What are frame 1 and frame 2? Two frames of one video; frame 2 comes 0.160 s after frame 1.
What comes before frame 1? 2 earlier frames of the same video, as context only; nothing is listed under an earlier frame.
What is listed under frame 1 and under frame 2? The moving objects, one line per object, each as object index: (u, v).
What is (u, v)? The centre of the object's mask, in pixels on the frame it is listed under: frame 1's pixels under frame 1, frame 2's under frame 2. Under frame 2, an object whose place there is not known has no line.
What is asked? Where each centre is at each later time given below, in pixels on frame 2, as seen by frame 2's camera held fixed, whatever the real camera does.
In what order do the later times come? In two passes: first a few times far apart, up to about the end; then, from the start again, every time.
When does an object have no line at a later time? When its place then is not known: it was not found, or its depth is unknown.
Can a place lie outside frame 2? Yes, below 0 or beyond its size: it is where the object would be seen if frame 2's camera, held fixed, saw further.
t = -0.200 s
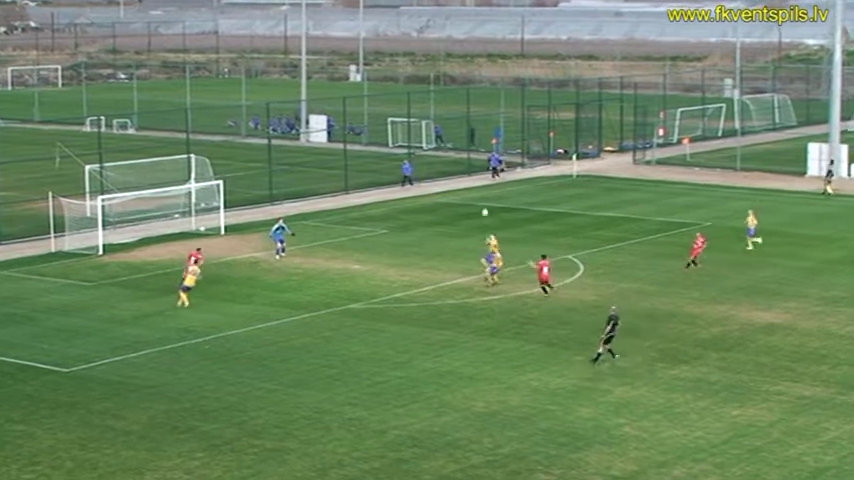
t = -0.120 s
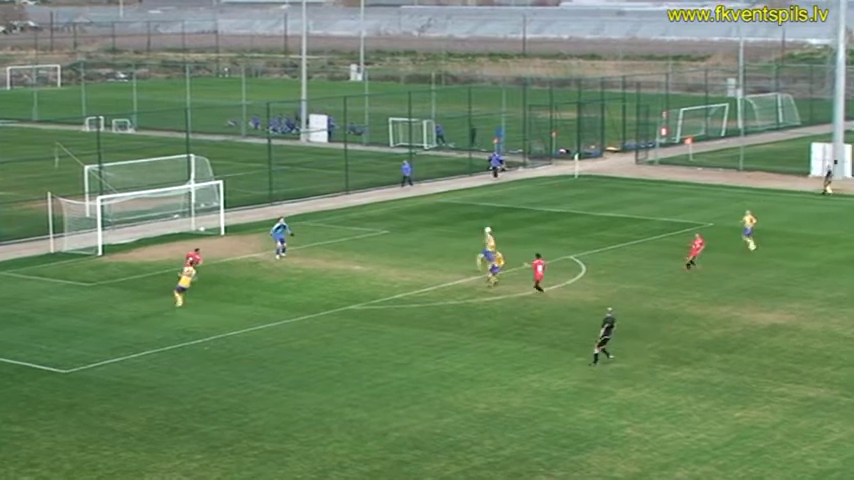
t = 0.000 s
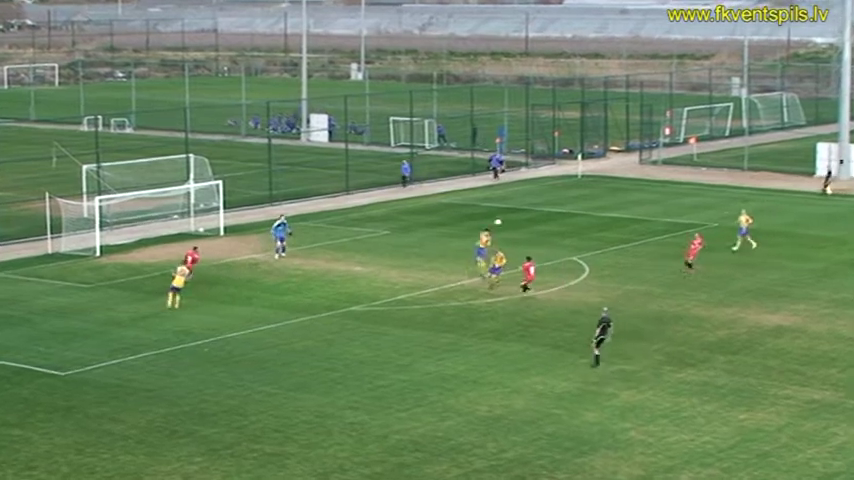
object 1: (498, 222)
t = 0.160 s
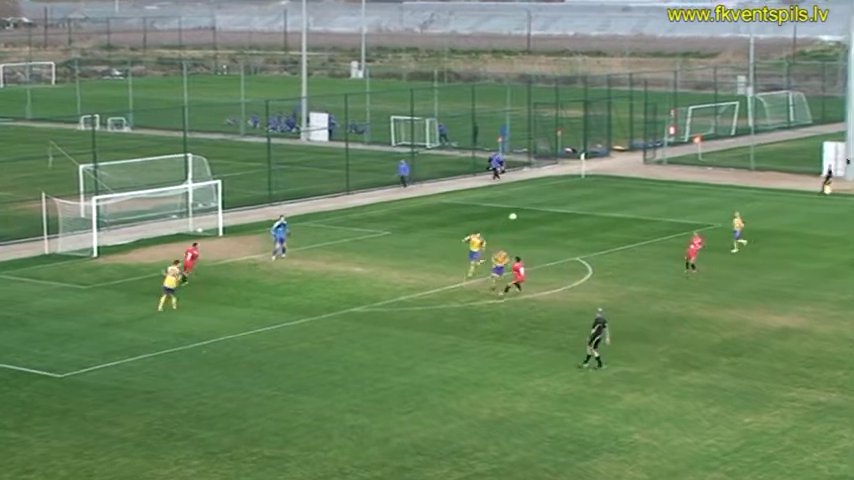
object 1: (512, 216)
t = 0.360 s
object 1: (529, 221)
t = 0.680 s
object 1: (559, 261)
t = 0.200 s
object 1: (515, 216)
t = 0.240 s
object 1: (519, 216)
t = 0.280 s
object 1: (522, 216)
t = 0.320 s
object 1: (526, 219)
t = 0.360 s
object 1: (529, 221)
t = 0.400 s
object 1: (533, 223)
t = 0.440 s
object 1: (537, 227)
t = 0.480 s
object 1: (540, 231)
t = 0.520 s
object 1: (544, 236)
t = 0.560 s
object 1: (548, 241)
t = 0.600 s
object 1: (552, 247)
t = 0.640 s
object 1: (556, 254)
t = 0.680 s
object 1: (559, 261)
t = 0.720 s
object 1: (563, 269)
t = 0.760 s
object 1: (567, 277)
